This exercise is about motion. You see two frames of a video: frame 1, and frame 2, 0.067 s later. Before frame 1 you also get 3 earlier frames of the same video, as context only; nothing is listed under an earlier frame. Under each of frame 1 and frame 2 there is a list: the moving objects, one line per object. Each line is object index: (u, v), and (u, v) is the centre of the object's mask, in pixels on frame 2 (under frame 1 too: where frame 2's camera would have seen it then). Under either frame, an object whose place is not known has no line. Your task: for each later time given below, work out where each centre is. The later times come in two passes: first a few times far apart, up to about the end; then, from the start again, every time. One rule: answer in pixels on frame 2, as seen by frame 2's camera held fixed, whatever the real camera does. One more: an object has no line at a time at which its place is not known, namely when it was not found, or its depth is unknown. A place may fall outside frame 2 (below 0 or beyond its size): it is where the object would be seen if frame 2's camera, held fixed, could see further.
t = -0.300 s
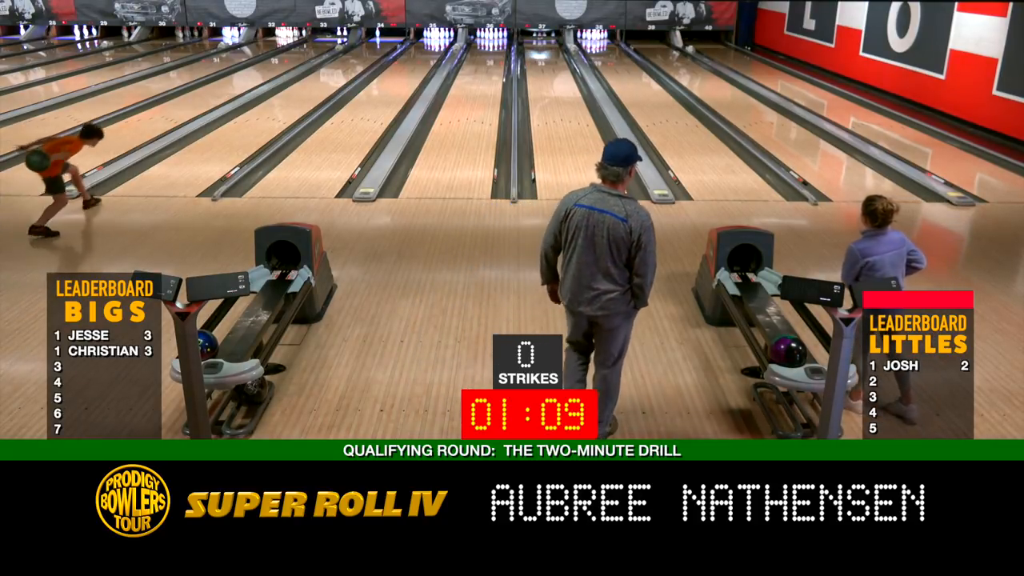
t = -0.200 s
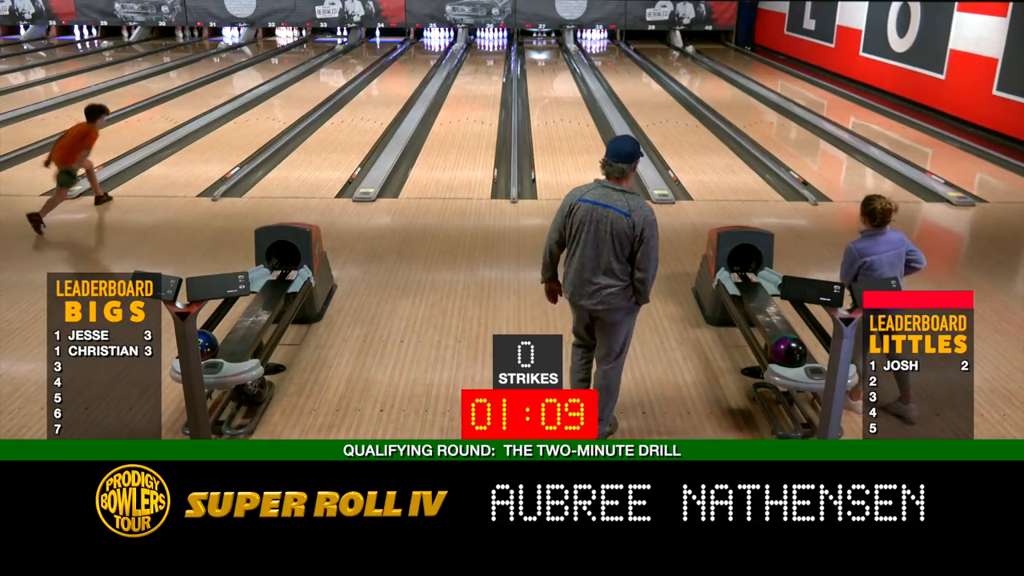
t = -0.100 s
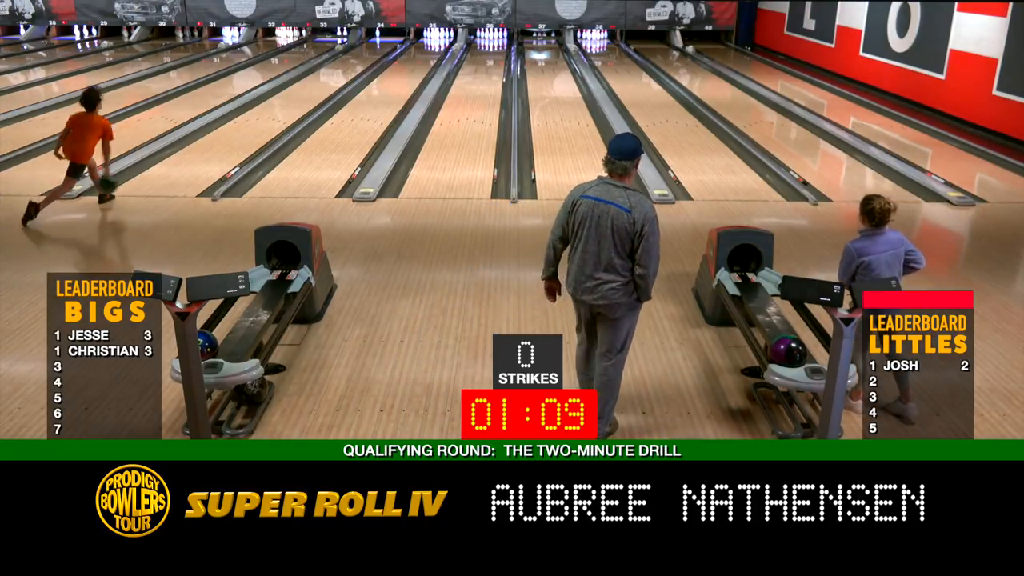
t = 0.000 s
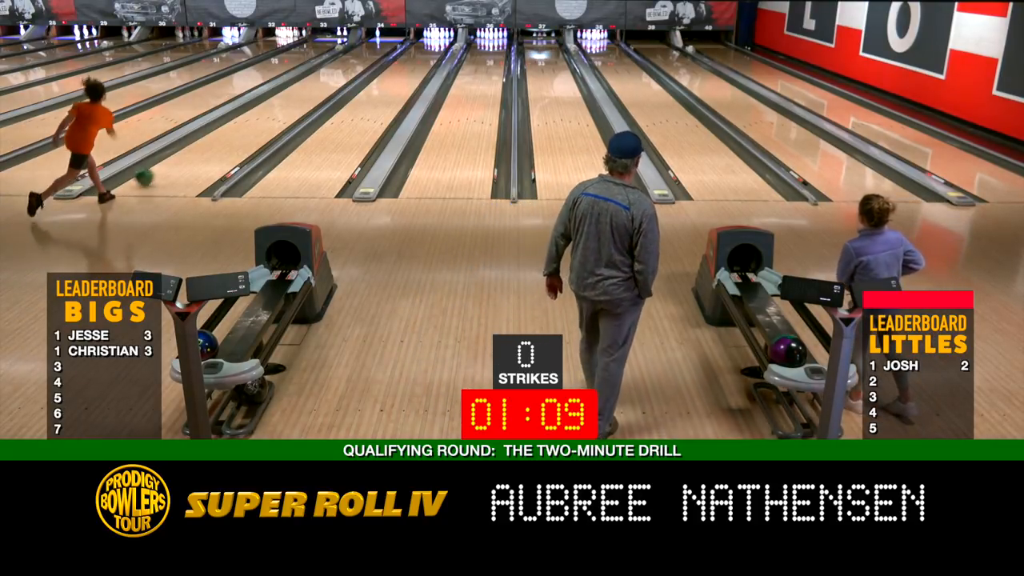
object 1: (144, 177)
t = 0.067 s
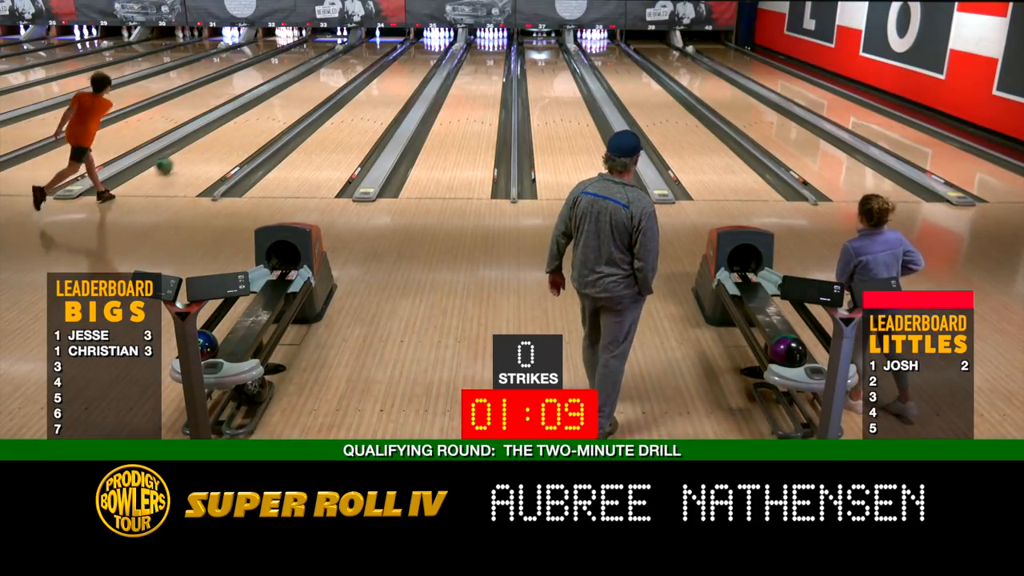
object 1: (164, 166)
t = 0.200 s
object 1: (198, 146)
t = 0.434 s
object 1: (244, 119)
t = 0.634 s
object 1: (274, 101)
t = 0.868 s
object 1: (301, 85)
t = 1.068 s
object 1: (320, 74)
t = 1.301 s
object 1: (338, 63)
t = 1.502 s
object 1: (351, 55)
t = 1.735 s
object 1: (363, 47)
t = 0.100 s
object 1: (173, 161)
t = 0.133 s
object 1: (182, 155)
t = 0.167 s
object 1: (190, 151)
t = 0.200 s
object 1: (198, 146)
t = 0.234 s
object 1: (206, 141)
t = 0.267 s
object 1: (213, 137)
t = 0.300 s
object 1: (219, 133)
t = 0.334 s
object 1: (226, 129)
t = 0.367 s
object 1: (232, 125)
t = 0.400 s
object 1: (238, 122)
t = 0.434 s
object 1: (244, 119)
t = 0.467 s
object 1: (249, 115)
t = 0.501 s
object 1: (255, 112)
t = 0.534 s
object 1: (259, 109)
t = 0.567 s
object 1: (264, 106)
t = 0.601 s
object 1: (269, 104)
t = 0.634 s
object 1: (274, 101)
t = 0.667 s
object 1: (278, 99)
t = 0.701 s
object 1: (282, 96)
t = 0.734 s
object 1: (286, 94)
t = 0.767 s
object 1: (290, 91)
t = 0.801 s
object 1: (294, 89)
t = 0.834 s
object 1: (298, 87)
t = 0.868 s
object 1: (301, 85)
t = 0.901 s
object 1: (304, 82)
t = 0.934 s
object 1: (308, 81)
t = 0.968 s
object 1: (311, 79)
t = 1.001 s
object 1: (314, 77)
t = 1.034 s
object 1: (317, 75)
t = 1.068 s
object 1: (320, 74)
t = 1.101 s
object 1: (323, 72)
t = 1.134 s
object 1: (325, 70)
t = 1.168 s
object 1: (328, 69)
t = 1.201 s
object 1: (331, 68)
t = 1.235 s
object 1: (333, 66)
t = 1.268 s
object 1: (336, 65)
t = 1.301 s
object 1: (338, 63)
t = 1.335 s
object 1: (341, 62)
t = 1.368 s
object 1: (343, 60)
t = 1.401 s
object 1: (345, 59)
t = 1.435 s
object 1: (347, 58)
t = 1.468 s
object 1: (349, 56)
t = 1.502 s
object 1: (351, 55)
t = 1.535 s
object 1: (353, 54)
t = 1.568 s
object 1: (355, 53)
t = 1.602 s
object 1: (356, 52)
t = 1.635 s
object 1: (358, 51)
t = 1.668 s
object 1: (361, 50)
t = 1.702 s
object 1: (361, 49)
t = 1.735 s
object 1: (363, 47)
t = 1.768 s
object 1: (365, 47)
